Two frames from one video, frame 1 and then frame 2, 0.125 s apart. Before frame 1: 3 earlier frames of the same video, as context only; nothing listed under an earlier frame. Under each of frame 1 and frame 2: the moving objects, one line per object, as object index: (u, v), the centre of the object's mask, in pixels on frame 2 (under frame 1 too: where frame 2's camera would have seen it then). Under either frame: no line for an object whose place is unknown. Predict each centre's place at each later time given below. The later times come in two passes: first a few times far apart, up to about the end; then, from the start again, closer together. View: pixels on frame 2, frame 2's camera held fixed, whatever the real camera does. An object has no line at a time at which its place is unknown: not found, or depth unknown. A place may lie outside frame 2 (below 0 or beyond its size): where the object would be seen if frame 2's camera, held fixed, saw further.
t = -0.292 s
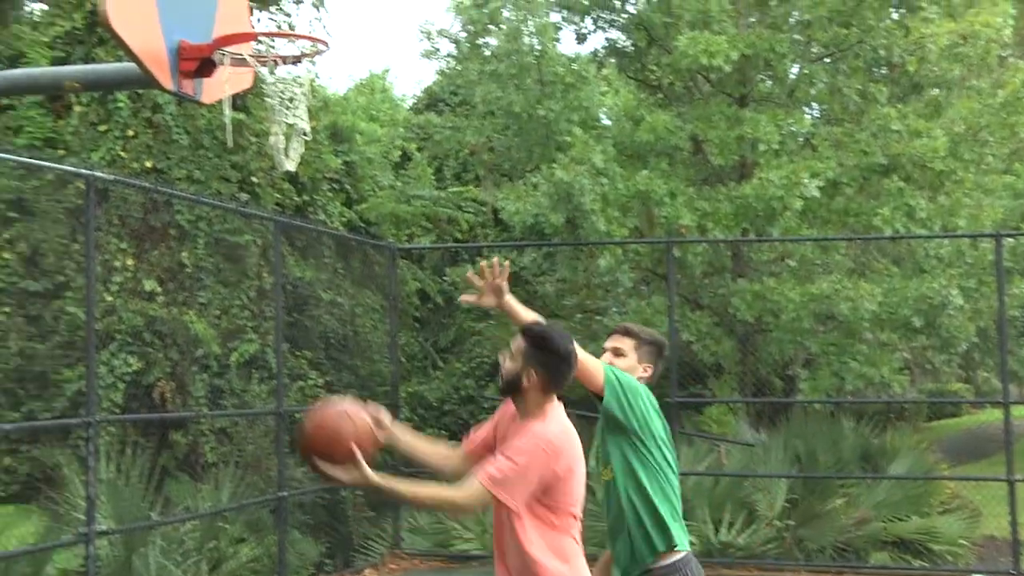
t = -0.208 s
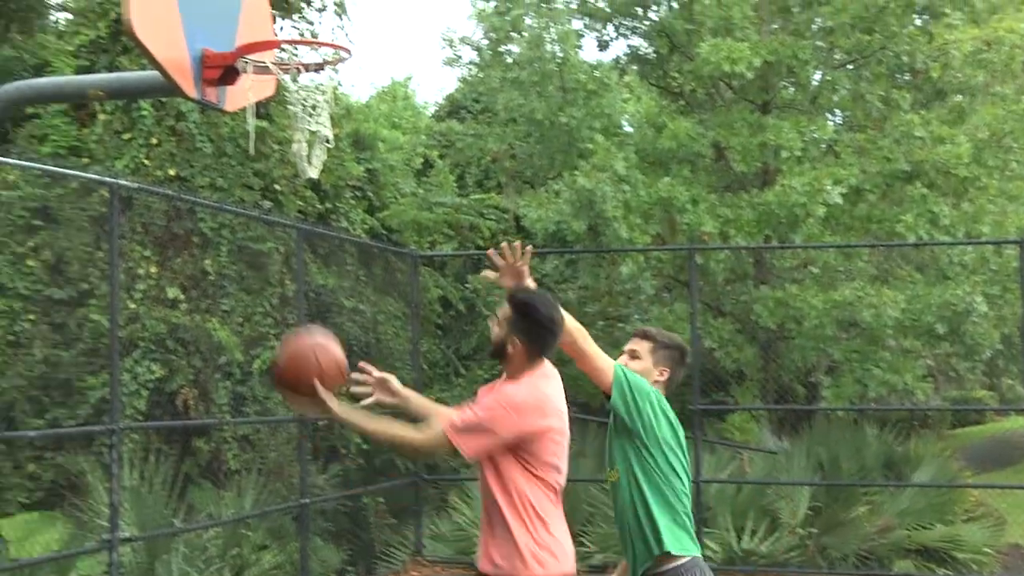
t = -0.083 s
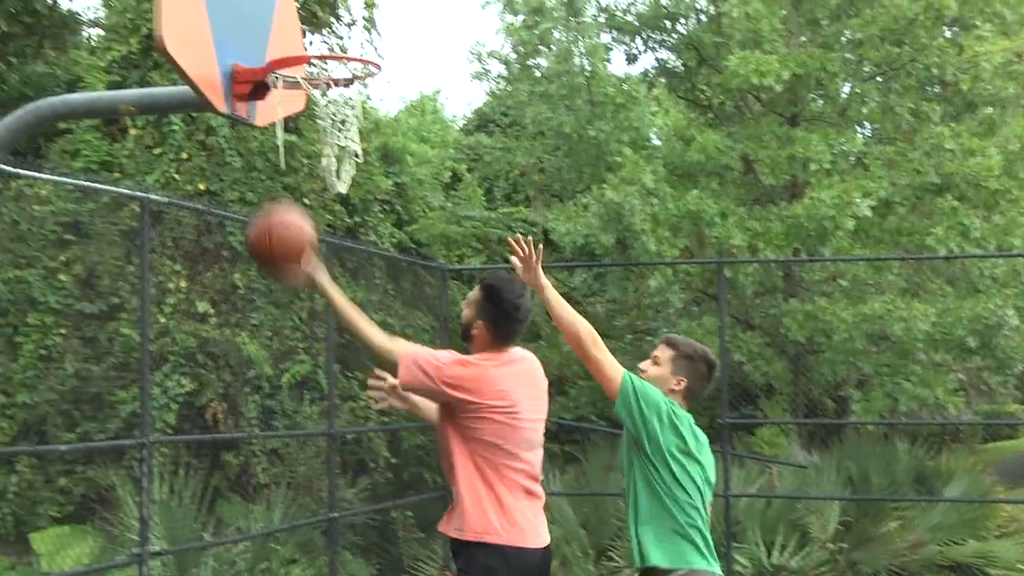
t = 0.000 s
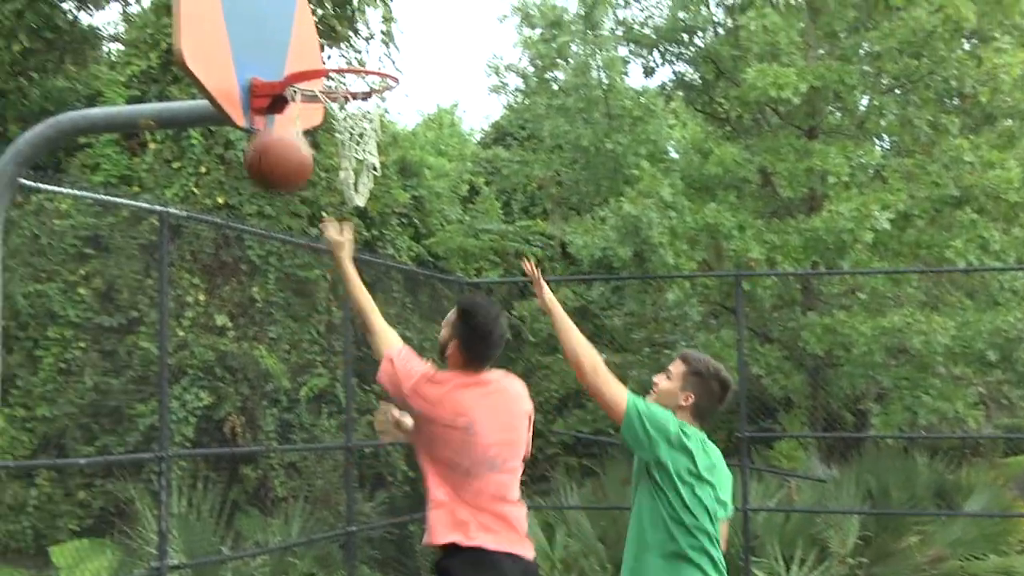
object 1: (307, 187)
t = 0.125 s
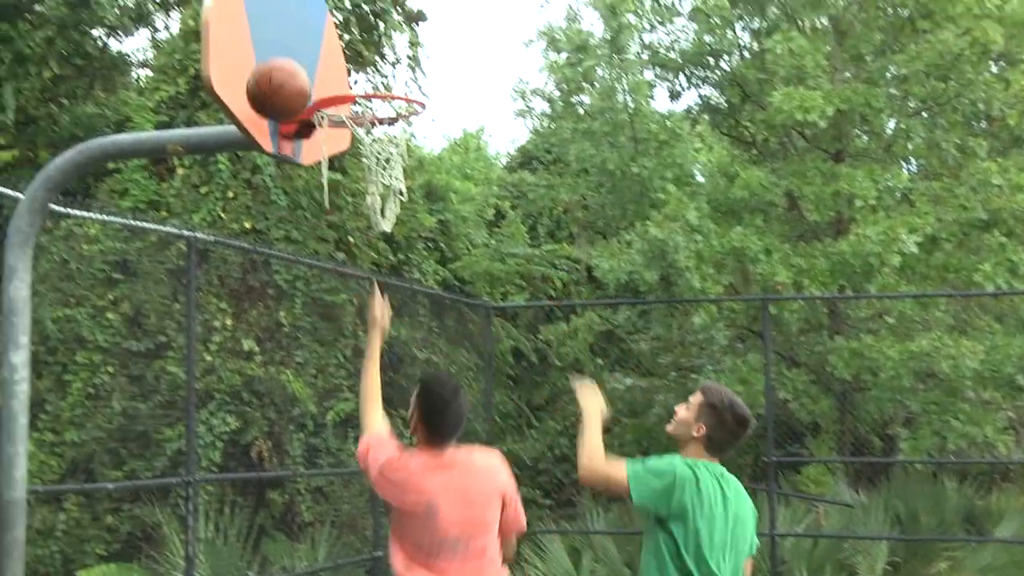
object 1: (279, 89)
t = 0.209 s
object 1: (260, 53)
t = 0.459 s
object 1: (348, 30)
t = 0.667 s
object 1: (396, 75)
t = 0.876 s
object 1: (346, 94)
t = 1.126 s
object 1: (386, 107)
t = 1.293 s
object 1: (351, 180)
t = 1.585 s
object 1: (318, 454)
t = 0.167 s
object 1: (269, 68)
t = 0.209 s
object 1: (260, 53)
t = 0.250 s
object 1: (256, 42)
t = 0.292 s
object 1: (276, 31)
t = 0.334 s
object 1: (293, 25)
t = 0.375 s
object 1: (312, 22)
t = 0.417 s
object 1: (330, 24)
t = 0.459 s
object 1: (348, 30)
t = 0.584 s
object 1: (398, 71)
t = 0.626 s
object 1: (407, 81)
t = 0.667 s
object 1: (396, 75)
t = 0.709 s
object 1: (385, 72)
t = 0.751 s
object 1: (374, 72)
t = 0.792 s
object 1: (365, 74)
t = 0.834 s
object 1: (354, 80)
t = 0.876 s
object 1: (346, 94)
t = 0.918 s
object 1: (350, 90)
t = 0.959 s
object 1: (356, 81)
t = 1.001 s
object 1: (363, 80)
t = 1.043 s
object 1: (370, 82)
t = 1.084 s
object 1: (379, 96)
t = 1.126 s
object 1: (386, 107)
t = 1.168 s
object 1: (381, 120)
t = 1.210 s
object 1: (374, 134)
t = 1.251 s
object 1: (366, 155)
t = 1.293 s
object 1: (351, 180)
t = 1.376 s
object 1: (349, 239)
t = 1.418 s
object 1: (343, 274)
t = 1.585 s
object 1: (318, 454)
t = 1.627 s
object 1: (312, 500)
